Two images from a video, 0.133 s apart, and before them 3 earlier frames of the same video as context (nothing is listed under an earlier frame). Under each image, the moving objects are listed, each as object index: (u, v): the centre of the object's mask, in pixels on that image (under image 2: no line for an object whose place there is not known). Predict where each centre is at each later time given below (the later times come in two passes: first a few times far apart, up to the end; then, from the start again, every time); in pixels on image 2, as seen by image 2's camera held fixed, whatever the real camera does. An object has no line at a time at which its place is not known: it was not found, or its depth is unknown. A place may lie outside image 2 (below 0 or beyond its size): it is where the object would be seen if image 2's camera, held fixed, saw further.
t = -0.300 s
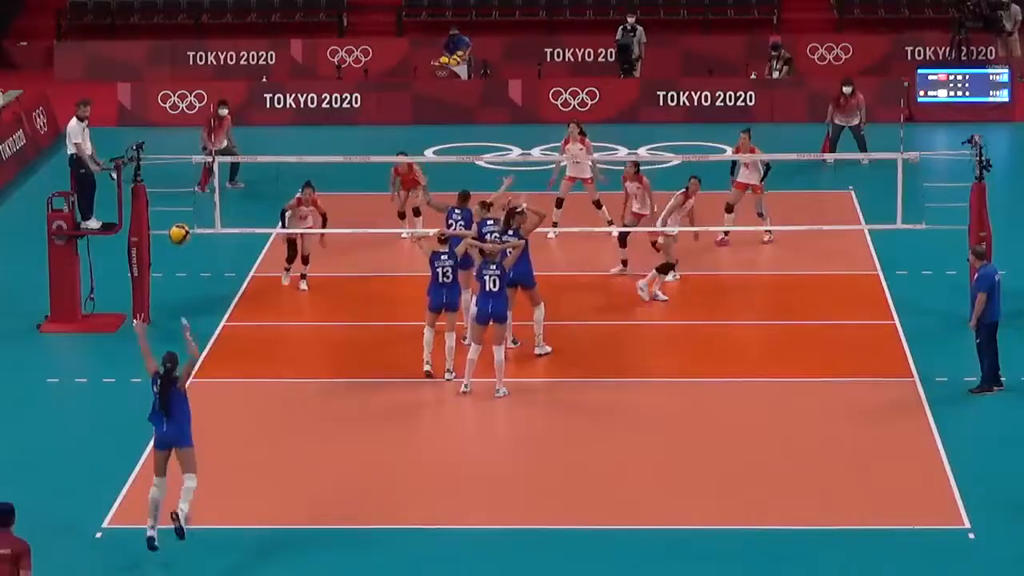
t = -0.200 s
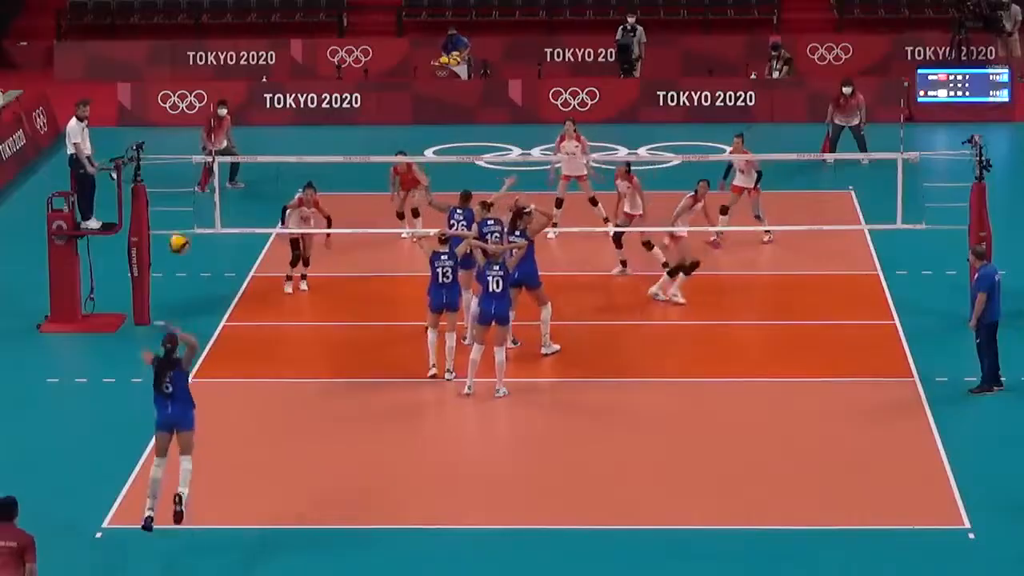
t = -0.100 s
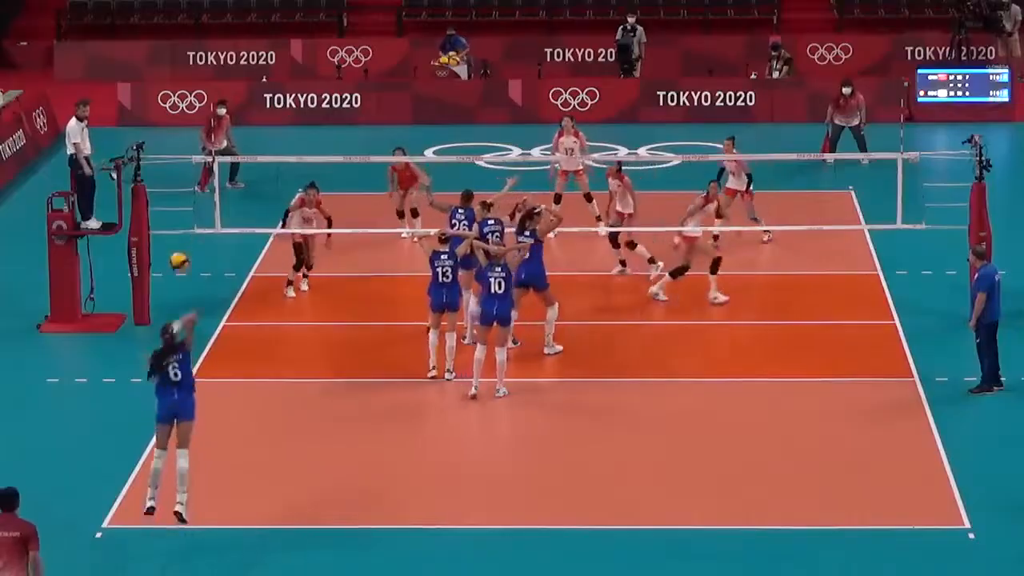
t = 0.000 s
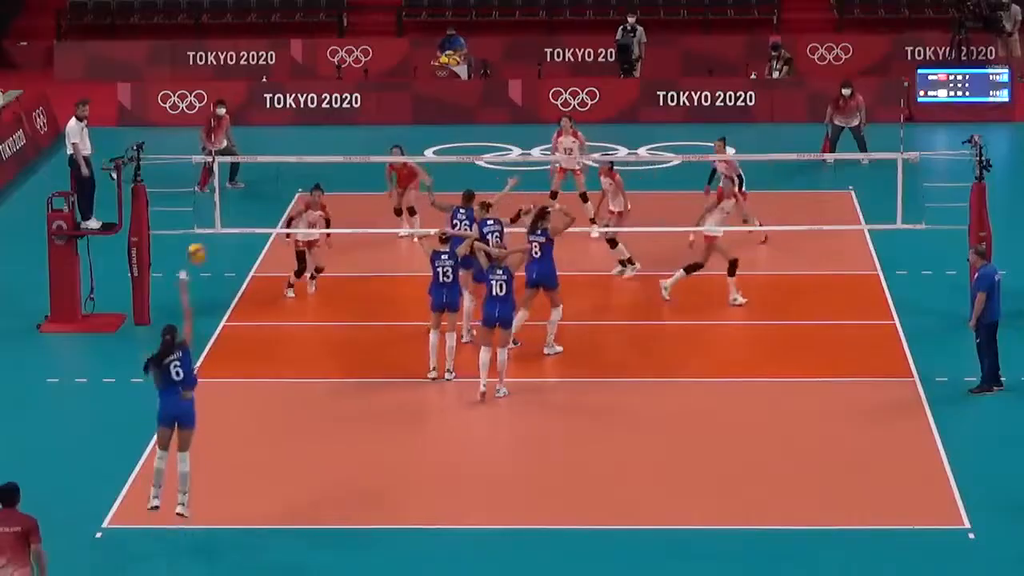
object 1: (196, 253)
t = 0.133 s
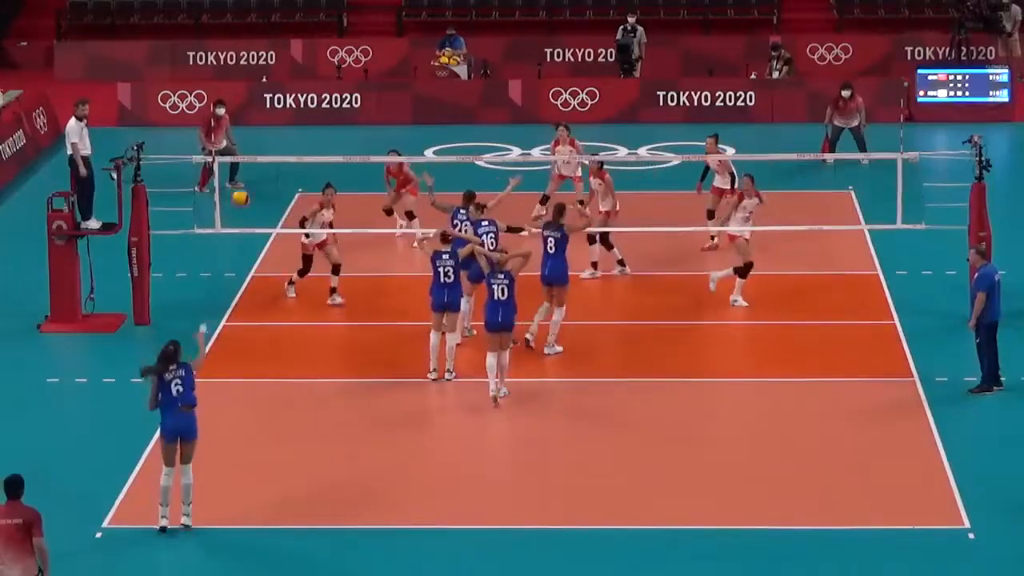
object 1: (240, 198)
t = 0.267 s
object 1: (278, 167)
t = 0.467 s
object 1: (329, 150)
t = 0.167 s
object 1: (250, 187)
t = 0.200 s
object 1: (260, 180)
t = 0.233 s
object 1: (270, 173)
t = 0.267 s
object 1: (278, 167)
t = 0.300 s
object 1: (287, 161)
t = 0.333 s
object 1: (296, 157)
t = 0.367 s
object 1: (305, 155)
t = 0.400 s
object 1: (312, 152)
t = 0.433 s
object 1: (321, 151)
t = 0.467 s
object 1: (329, 150)
